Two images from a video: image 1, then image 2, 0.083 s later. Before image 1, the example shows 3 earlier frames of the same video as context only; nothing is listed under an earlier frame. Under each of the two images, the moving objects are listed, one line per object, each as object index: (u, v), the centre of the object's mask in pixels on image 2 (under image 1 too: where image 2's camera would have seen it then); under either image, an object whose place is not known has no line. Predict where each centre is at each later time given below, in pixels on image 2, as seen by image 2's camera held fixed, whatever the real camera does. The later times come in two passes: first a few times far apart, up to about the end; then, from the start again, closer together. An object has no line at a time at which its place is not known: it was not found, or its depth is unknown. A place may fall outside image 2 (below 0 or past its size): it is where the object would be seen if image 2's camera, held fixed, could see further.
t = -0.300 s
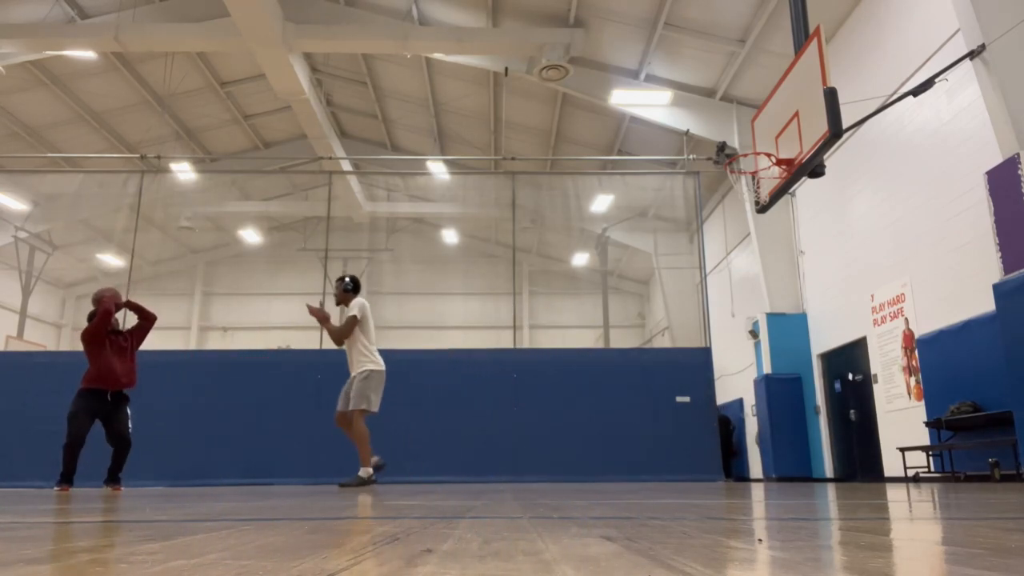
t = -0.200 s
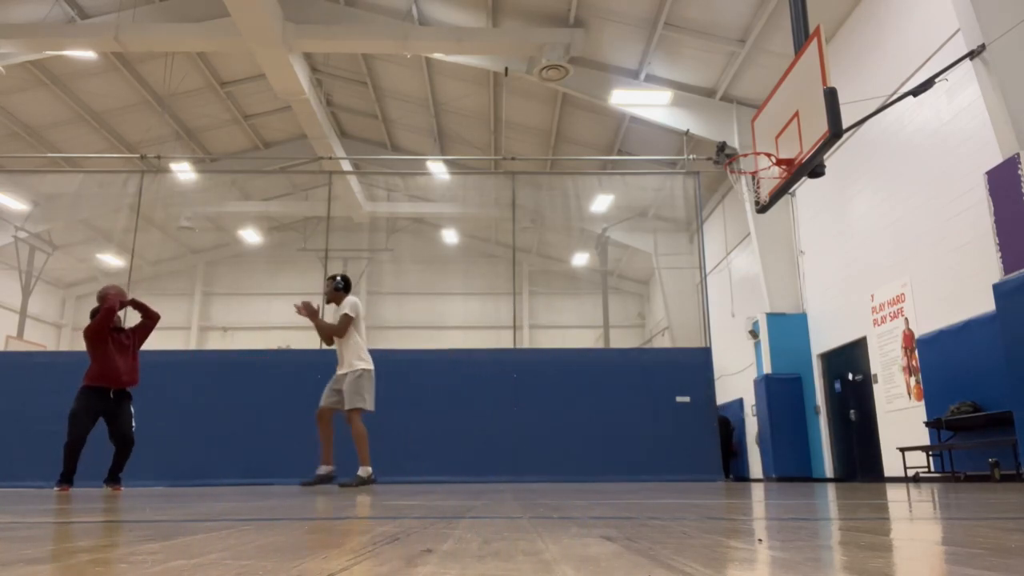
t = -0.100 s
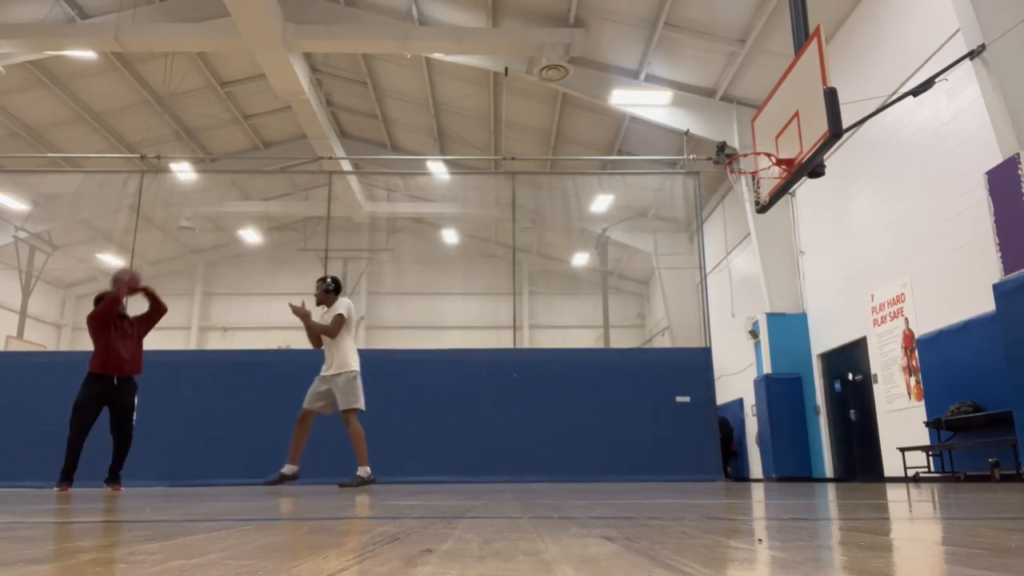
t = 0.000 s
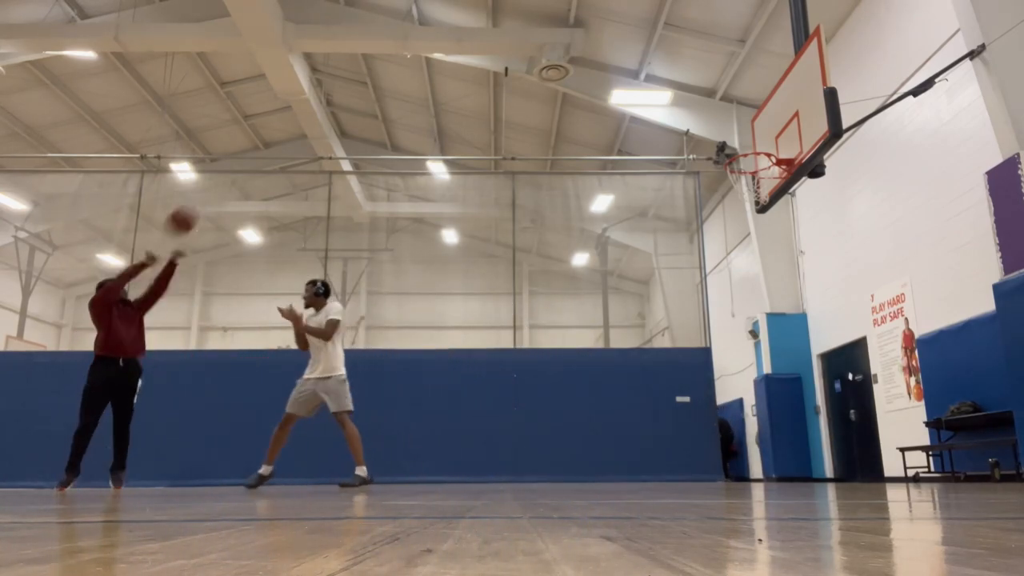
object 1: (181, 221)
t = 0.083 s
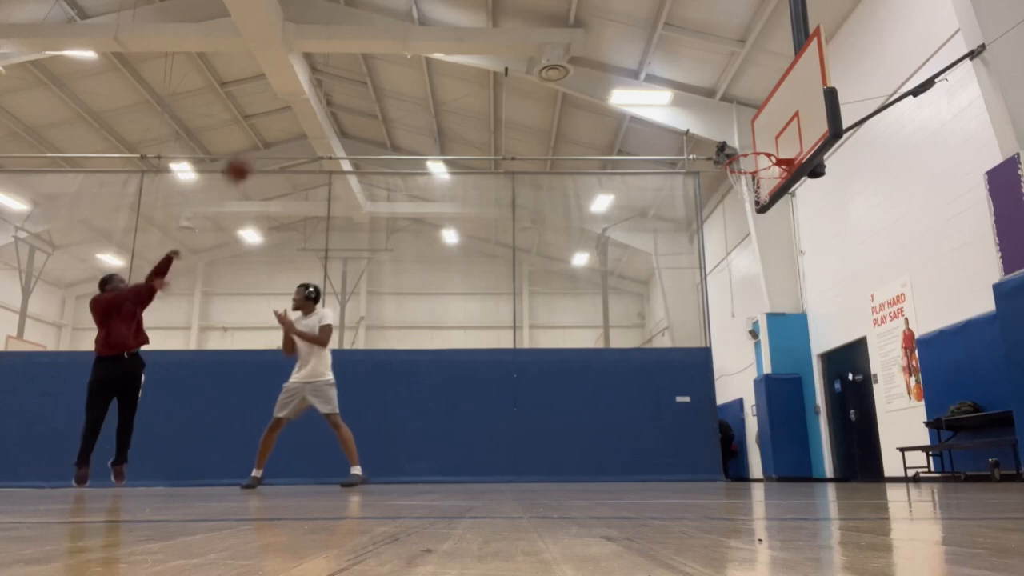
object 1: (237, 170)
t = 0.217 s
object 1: (318, 106)
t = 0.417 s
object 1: (430, 49)
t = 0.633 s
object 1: (543, 29)
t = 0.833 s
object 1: (644, 46)
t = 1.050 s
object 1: (754, 105)
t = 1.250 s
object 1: (723, 152)
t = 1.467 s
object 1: (665, 157)
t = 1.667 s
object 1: (620, 195)
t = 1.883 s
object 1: (578, 270)
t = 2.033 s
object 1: (552, 336)
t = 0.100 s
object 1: (248, 160)
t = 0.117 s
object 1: (258, 152)
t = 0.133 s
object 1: (268, 143)
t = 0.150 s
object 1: (279, 134)
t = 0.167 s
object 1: (289, 127)
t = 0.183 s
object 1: (299, 119)
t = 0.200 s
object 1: (308, 113)
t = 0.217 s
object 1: (318, 106)
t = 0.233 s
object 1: (328, 100)
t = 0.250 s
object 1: (337, 94)
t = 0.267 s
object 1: (347, 88)
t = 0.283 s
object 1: (356, 83)
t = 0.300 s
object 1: (366, 77)
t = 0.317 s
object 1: (375, 73)
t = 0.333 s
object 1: (385, 68)
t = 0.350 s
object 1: (394, 63)
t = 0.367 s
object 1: (403, 60)
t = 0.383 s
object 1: (412, 56)
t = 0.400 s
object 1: (421, 52)
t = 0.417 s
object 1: (430, 49)
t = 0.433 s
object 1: (439, 46)
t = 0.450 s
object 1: (448, 43)
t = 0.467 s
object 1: (457, 41)
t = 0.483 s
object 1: (465, 38)
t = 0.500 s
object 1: (474, 36)
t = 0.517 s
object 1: (483, 35)
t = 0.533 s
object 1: (492, 33)
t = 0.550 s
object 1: (500, 32)
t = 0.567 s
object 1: (509, 31)
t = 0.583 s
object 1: (518, 30)
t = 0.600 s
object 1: (526, 29)
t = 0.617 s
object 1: (535, 29)
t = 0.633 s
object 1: (543, 29)
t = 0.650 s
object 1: (551, 30)
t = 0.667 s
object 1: (560, 30)
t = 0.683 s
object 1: (568, 31)
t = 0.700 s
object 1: (577, 31)
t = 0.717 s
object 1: (585, 33)
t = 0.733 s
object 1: (593, 34)
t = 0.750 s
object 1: (602, 35)
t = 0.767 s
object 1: (611, 37)
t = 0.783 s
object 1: (619, 39)
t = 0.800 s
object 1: (627, 41)
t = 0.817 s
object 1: (636, 44)
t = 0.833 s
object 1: (644, 46)
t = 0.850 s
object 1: (652, 49)
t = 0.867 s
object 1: (661, 52)
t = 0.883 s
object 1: (670, 56)
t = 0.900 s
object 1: (677, 60)
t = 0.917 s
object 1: (686, 64)
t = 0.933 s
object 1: (695, 68)
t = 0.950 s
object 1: (703, 73)
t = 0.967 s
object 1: (711, 78)
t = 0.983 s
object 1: (720, 83)
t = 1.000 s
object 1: (728, 89)
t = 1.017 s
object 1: (737, 93)
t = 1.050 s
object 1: (754, 105)
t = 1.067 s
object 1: (763, 112)
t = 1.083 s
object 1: (771, 118)
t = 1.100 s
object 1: (780, 124)
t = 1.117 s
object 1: (773, 134)
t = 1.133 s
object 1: (766, 139)
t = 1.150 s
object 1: (759, 144)
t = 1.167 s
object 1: (753, 149)
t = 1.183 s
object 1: (748, 149)
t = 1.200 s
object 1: (741, 151)
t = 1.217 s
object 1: (734, 152)
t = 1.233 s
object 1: (728, 152)
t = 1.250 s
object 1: (723, 152)
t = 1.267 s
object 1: (719, 151)
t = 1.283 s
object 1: (715, 150)
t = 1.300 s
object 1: (709, 149)
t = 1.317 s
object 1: (705, 149)
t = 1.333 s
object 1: (700, 149)
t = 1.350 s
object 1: (696, 149)
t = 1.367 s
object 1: (691, 149)
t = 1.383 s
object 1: (686, 150)
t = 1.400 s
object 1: (683, 151)
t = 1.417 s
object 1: (678, 152)
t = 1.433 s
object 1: (673, 154)
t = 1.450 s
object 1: (669, 156)
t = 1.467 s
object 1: (665, 157)
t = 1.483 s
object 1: (661, 160)
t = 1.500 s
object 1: (656, 162)
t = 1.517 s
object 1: (653, 164)
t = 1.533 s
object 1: (649, 167)
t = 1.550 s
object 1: (645, 170)
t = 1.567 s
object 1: (641, 173)
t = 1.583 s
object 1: (638, 176)
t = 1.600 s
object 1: (634, 180)
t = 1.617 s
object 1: (630, 183)
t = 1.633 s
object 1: (627, 187)
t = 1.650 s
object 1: (624, 191)
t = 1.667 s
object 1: (620, 195)
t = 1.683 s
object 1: (617, 200)
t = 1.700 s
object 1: (615, 205)
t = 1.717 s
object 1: (610, 211)
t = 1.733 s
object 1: (607, 216)
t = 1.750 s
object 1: (603, 220)
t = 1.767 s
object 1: (599, 226)
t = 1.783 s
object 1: (596, 231)
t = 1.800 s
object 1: (593, 237)
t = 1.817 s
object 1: (591, 242)
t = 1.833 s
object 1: (588, 248)
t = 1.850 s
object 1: (585, 254)
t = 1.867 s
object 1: (581, 262)
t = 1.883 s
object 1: (578, 270)
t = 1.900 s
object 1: (575, 275)
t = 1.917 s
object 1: (572, 282)
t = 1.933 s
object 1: (569, 290)
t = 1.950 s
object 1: (566, 297)
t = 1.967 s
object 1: (563, 305)
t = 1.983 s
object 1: (560, 312)
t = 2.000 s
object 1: (557, 320)
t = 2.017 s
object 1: (555, 328)
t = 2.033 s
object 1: (552, 336)
